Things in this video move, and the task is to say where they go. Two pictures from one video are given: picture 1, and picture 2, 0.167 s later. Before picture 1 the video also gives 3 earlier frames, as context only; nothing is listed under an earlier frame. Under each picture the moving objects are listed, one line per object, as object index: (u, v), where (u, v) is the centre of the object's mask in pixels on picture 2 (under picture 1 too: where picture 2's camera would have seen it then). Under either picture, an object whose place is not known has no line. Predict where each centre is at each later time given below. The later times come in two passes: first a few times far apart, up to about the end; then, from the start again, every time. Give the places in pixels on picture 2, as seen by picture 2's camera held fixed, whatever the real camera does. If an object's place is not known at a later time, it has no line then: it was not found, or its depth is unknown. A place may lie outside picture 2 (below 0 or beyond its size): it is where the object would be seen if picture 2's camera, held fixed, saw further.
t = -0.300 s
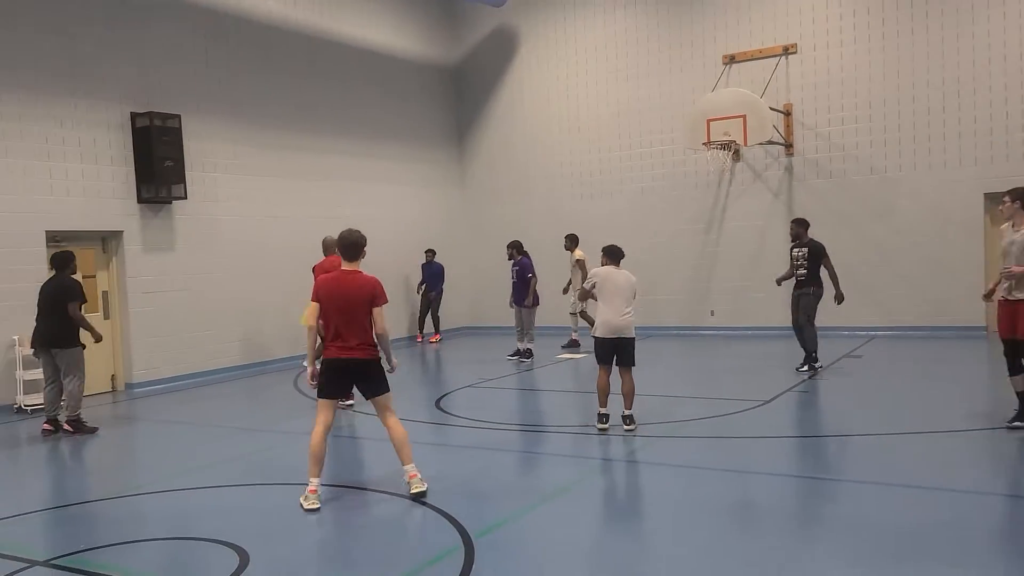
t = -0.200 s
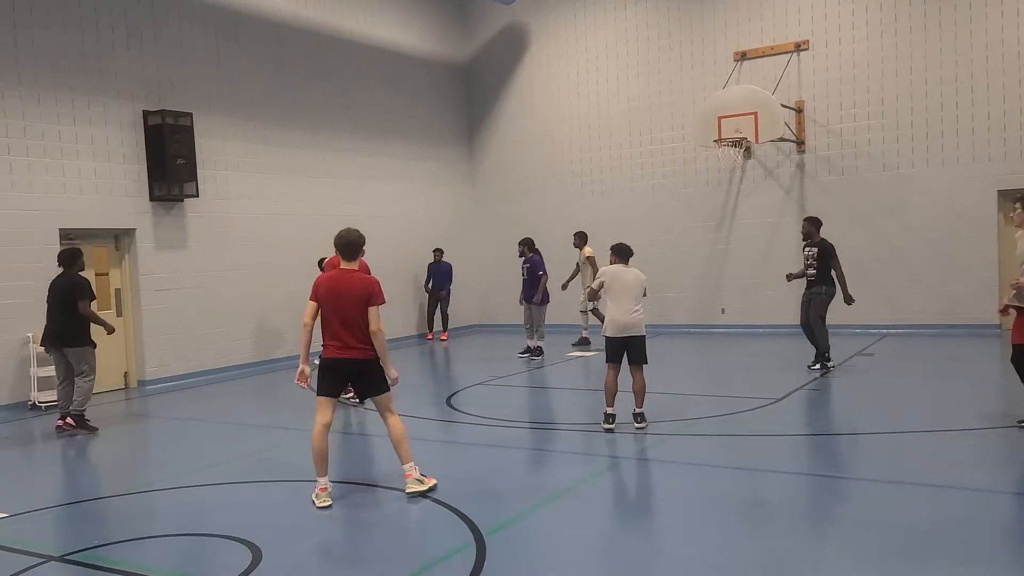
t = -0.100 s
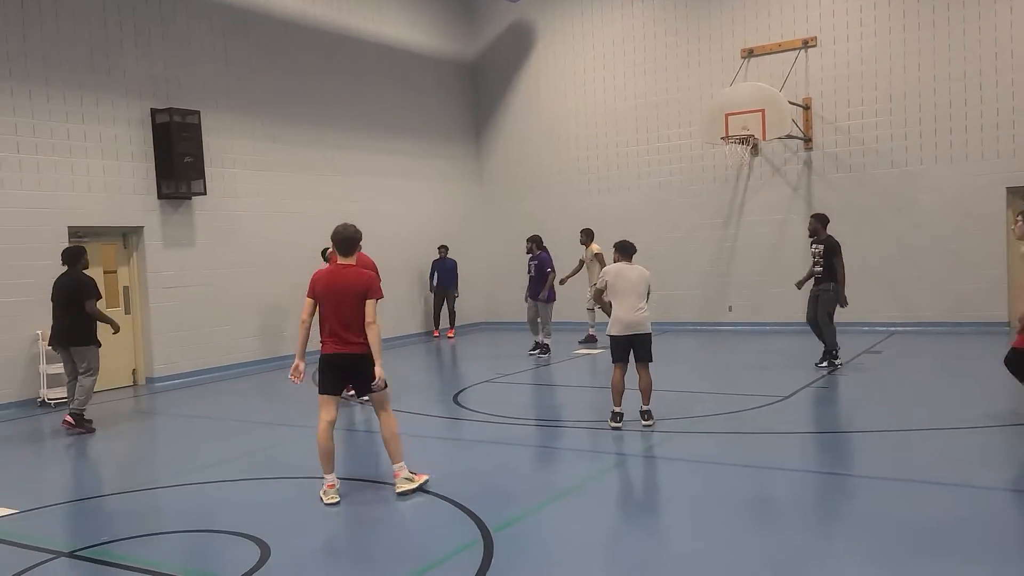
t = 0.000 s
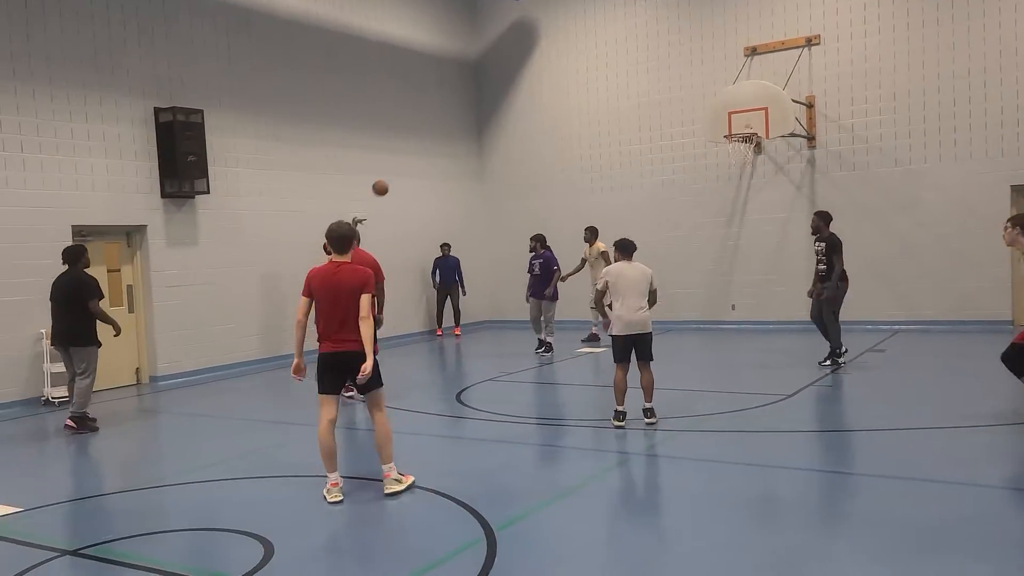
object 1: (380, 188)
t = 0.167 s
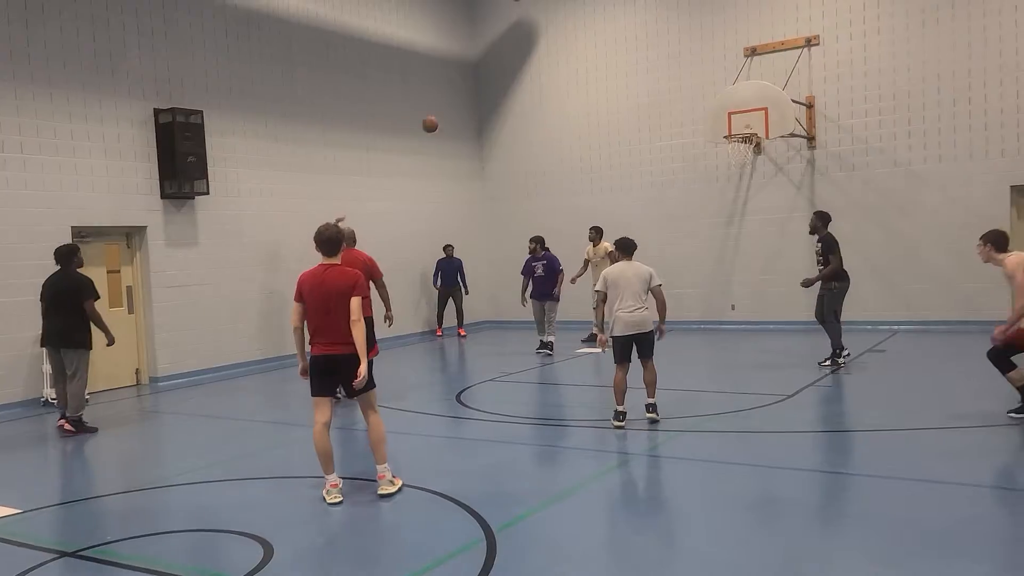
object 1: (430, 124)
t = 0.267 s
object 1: (460, 95)
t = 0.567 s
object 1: (553, 48)
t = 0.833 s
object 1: (636, 58)
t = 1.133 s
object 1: (730, 124)
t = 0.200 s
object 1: (439, 114)
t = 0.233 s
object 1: (450, 104)
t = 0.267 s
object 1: (460, 95)
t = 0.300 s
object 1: (471, 87)
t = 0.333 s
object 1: (481, 79)
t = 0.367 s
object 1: (492, 72)
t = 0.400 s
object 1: (501, 66)
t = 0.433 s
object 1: (512, 61)
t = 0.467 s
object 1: (521, 57)
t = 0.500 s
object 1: (532, 53)
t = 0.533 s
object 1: (542, 50)
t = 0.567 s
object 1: (553, 48)
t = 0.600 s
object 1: (563, 47)
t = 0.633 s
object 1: (574, 46)
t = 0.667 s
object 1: (585, 46)
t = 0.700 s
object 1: (595, 47)
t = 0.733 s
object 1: (605, 49)
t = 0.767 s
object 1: (616, 51)
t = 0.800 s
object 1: (626, 54)
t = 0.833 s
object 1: (636, 58)
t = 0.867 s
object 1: (646, 62)
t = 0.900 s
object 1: (657, 67)
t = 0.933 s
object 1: (667, 73)
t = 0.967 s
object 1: (678, 80)
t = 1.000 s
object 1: (688, 88)
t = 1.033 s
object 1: (699, 95)
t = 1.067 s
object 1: (709, 104)
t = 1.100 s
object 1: (719, 113)
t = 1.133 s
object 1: (730, 124)
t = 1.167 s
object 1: (741, 133)
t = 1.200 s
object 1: (746, 145)
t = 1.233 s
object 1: (742, 154)
